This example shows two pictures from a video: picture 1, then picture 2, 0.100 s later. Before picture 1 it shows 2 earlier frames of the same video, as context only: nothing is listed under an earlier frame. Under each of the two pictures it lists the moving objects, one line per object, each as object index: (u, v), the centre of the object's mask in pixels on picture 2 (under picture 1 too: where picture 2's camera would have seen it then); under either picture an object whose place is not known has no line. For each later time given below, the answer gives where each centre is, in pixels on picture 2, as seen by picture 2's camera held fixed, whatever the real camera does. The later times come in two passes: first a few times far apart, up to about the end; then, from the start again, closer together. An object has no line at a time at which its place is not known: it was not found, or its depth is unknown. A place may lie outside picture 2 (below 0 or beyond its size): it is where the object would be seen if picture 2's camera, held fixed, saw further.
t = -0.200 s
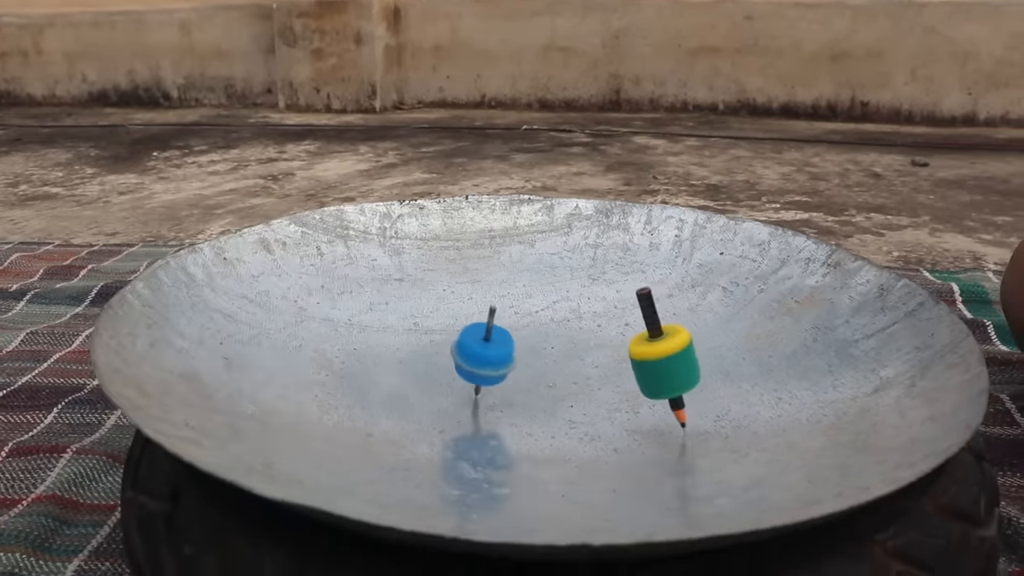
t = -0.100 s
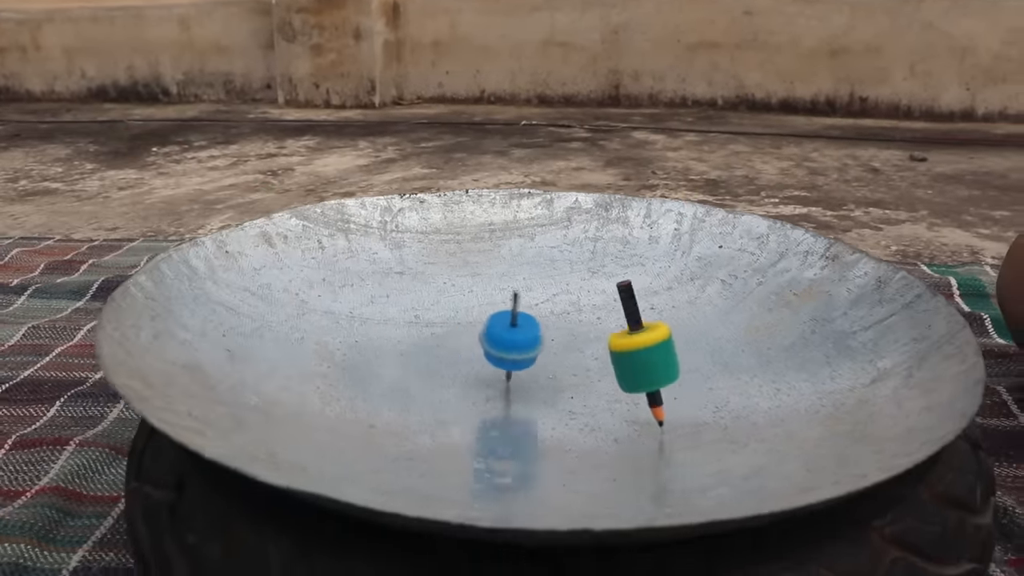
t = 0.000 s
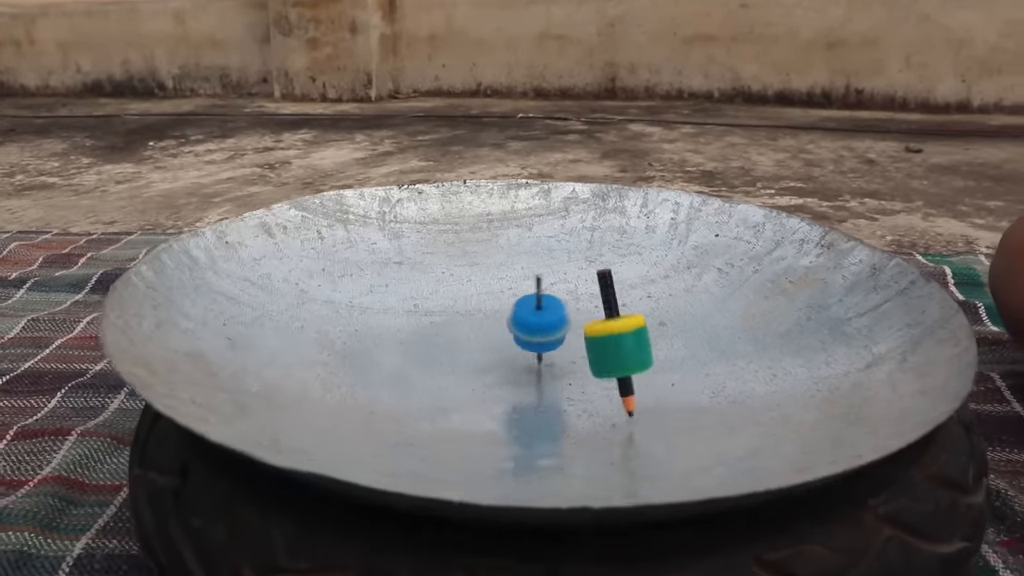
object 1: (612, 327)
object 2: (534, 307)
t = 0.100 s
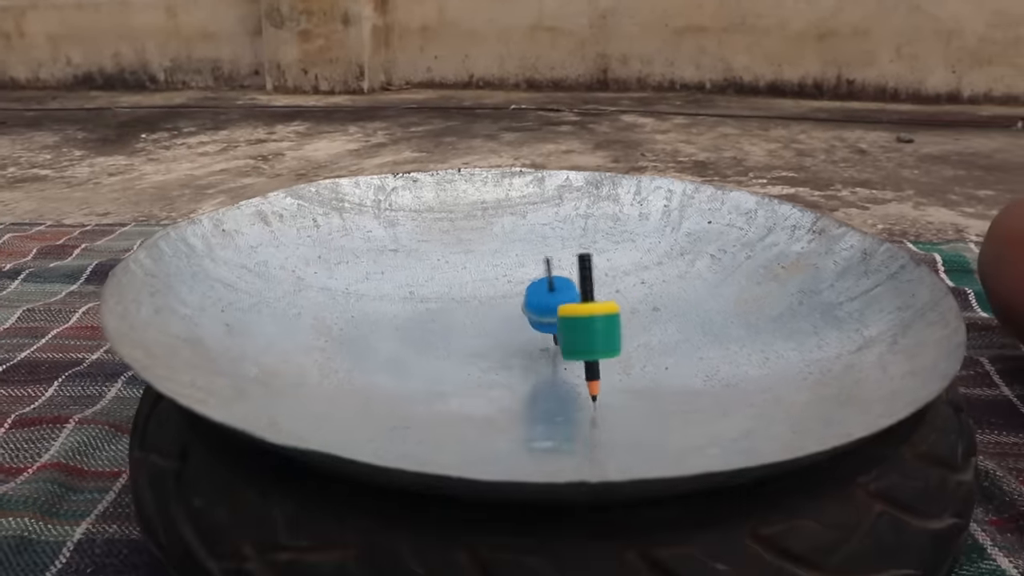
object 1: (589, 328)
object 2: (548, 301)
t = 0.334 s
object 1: (535, 322)
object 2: (585, 310)
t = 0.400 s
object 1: (528, 319)
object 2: (587, 316)
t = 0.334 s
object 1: (535, 322)
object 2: (585, 310)
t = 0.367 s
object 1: (531, 321)
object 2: (587, 314)
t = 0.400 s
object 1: (528, 319)
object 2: (587, 316)
